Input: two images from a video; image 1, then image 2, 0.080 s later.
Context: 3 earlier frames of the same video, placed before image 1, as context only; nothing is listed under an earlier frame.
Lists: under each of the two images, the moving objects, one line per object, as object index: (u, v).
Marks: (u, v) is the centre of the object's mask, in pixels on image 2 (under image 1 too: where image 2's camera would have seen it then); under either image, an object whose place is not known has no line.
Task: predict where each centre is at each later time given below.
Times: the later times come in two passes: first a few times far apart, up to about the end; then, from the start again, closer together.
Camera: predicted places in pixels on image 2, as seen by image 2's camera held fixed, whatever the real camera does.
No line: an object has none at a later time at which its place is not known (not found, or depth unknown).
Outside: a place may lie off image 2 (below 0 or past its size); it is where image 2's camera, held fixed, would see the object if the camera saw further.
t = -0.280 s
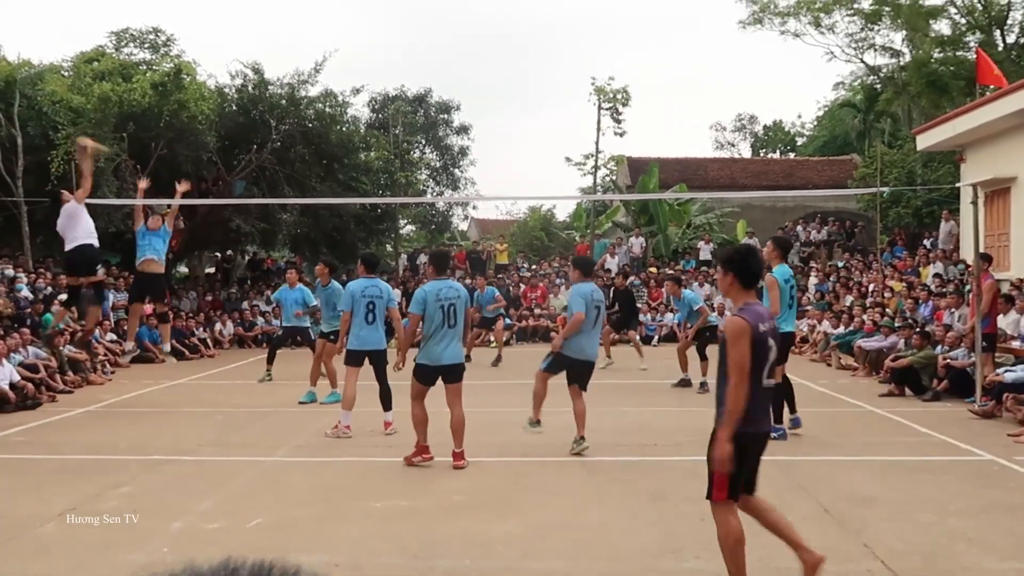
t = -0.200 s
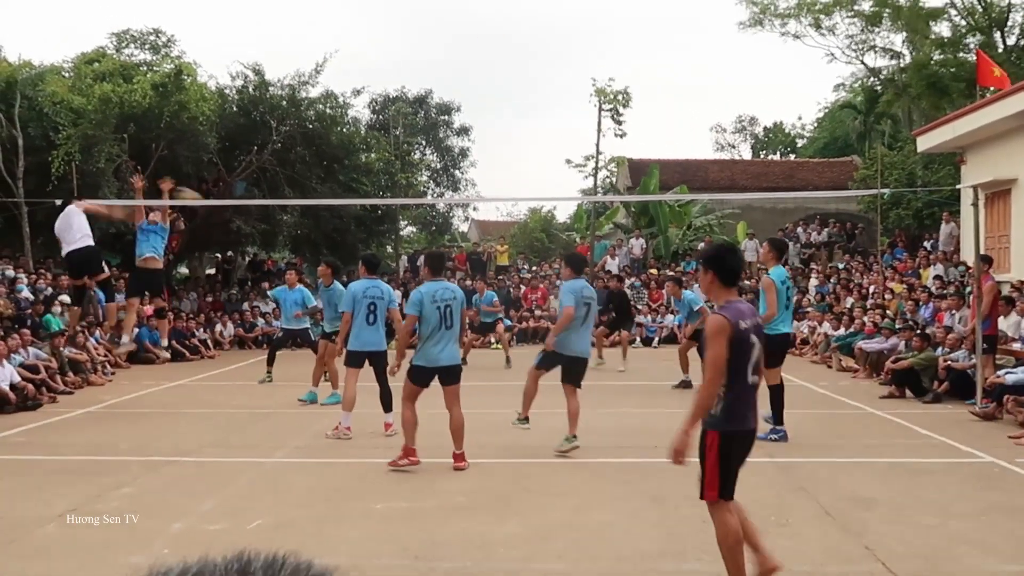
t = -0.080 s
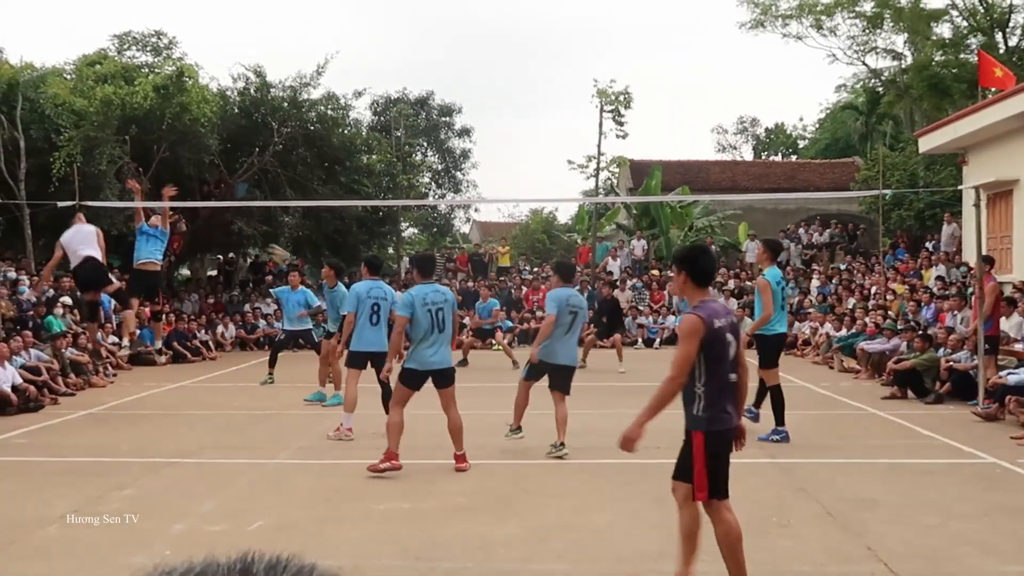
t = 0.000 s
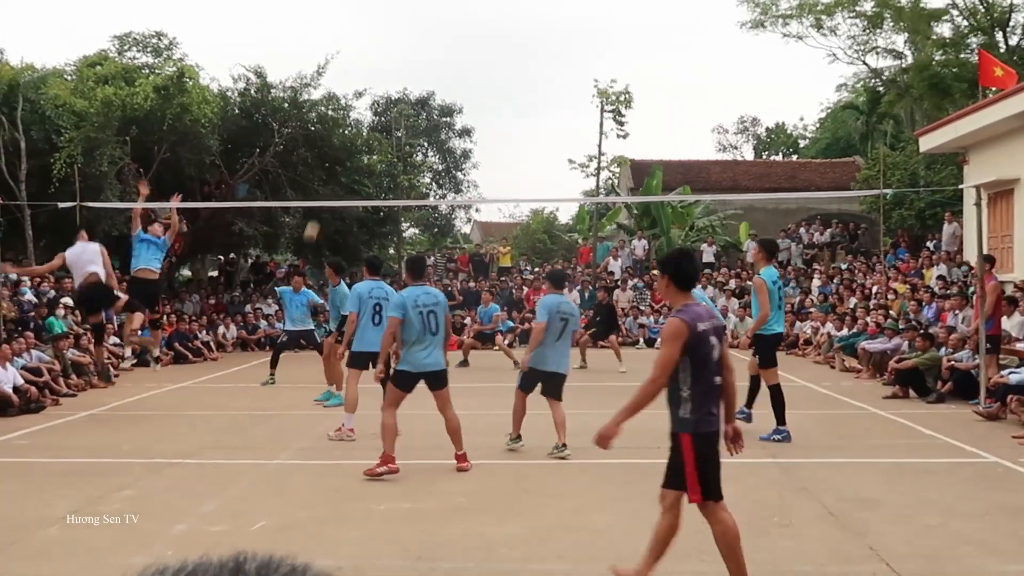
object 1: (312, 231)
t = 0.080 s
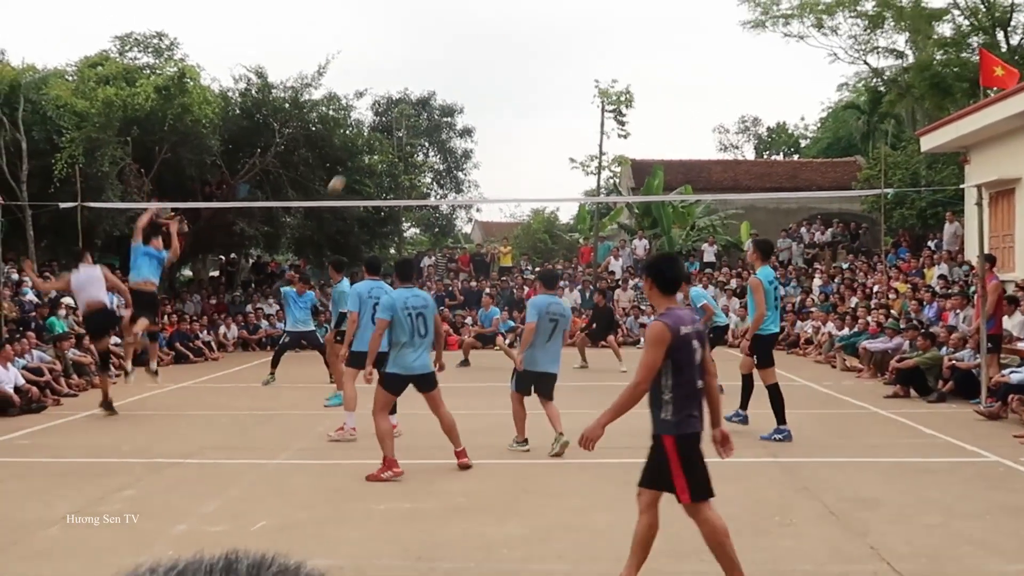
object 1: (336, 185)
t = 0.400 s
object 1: (420, 70)
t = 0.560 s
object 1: (455, 48)
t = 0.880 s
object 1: (516, 52)
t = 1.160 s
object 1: (559, 99)
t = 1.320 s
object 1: (580, 140)
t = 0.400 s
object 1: (420, 70)
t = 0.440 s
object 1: (429, 63)
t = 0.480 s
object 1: (438, 57)
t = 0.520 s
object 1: (447, 51)
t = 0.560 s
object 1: (455, 48)
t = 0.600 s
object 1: (463, 45)
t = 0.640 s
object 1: (472, 43)
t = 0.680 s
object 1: (479, 43)
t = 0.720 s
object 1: (487, 43)
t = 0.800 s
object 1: (501, 46)
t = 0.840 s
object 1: (509, 49)
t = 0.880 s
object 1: (516, 52)
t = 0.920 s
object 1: (522, 57)
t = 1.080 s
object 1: (547, 82)
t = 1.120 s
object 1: (553, 90)
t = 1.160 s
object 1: (559, 99)
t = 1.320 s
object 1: (580, 140)
